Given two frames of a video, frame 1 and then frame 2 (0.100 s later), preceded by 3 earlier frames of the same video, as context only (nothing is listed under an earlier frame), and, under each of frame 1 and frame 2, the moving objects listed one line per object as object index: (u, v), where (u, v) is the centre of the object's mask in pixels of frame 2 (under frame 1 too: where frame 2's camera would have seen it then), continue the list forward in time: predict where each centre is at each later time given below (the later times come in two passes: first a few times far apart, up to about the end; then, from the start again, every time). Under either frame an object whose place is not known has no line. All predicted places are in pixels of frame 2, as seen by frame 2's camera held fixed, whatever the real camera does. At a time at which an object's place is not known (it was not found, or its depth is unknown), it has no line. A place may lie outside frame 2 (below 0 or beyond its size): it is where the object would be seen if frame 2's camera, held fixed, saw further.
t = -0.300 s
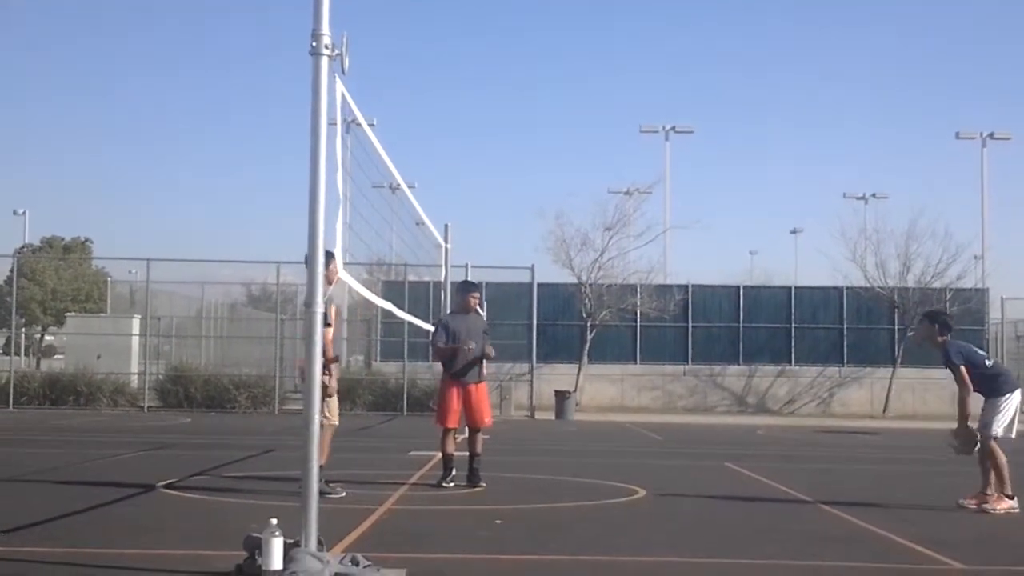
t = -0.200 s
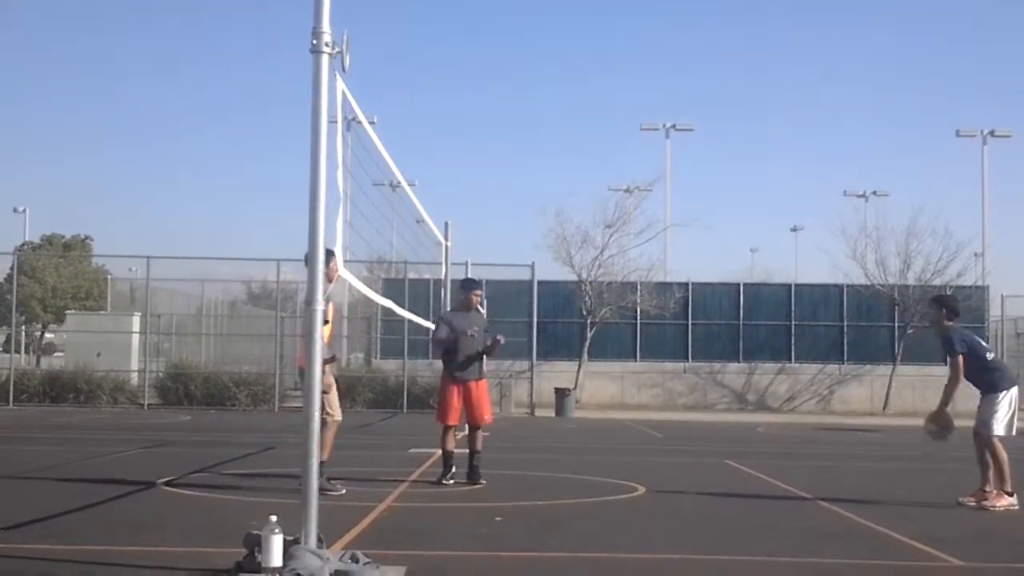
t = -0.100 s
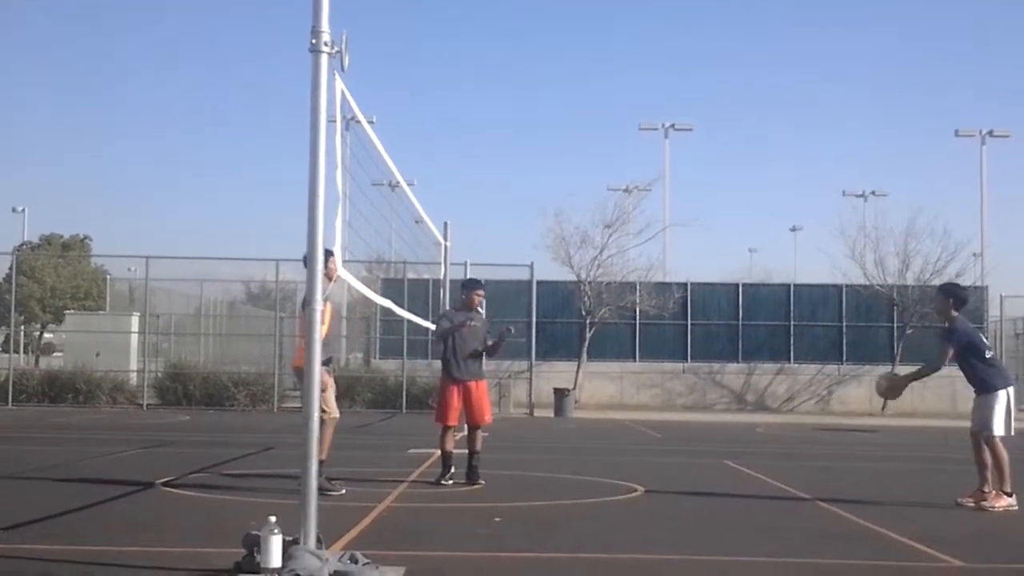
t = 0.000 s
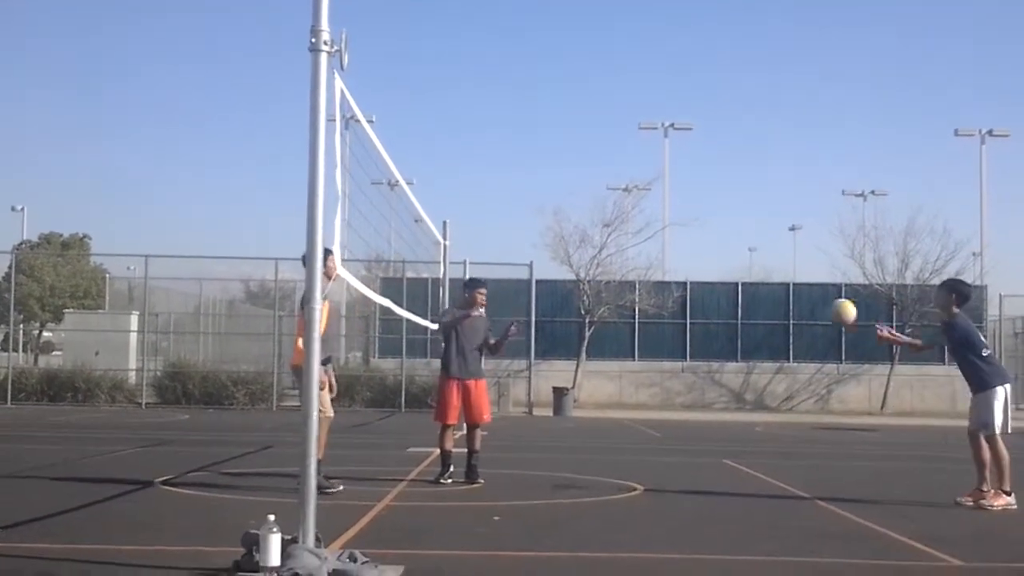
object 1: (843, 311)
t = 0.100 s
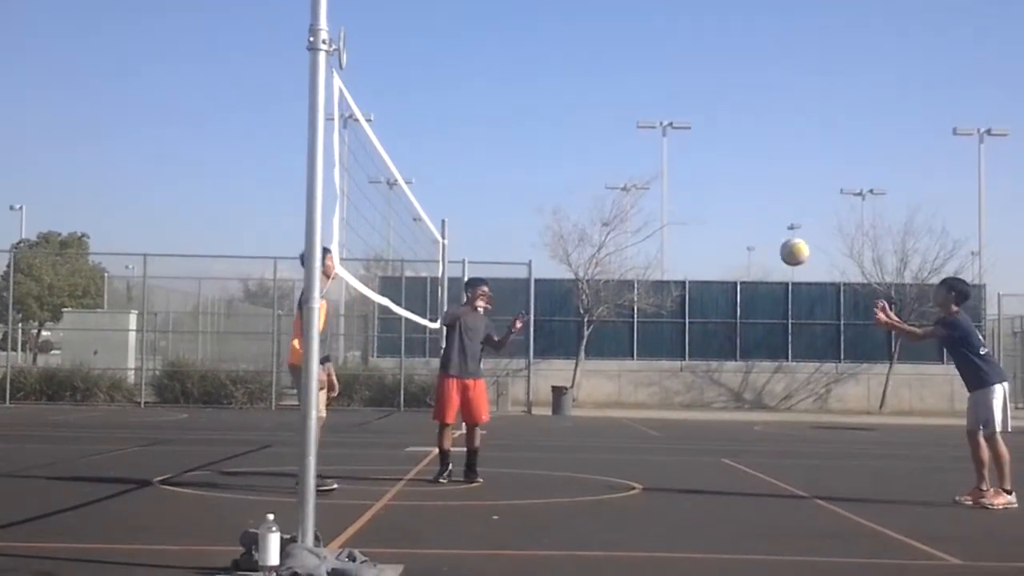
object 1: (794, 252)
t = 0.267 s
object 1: (721, 183)
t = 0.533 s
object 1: (610, 148)
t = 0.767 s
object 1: (516, 193)
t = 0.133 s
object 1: (780, 235)
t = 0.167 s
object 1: (765, 220)
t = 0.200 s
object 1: (750, 205)
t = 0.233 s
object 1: (736, 193)
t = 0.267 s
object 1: (721, 183)
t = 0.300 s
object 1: (707, 173)
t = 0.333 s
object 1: (693, 165)
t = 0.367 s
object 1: (679, 159)
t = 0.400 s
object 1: (665, 154)
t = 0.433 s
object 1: (651, 150)
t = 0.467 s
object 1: (637, 148)
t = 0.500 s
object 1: (623, 147)
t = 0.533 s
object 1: (610, 148)
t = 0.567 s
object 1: (596, 150)
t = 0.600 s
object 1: (582, 153)
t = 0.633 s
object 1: (569, 159)
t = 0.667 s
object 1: (555, 165)
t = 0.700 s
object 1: (542, 173)
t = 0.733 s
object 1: (529, 182)
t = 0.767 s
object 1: (516, 193)
